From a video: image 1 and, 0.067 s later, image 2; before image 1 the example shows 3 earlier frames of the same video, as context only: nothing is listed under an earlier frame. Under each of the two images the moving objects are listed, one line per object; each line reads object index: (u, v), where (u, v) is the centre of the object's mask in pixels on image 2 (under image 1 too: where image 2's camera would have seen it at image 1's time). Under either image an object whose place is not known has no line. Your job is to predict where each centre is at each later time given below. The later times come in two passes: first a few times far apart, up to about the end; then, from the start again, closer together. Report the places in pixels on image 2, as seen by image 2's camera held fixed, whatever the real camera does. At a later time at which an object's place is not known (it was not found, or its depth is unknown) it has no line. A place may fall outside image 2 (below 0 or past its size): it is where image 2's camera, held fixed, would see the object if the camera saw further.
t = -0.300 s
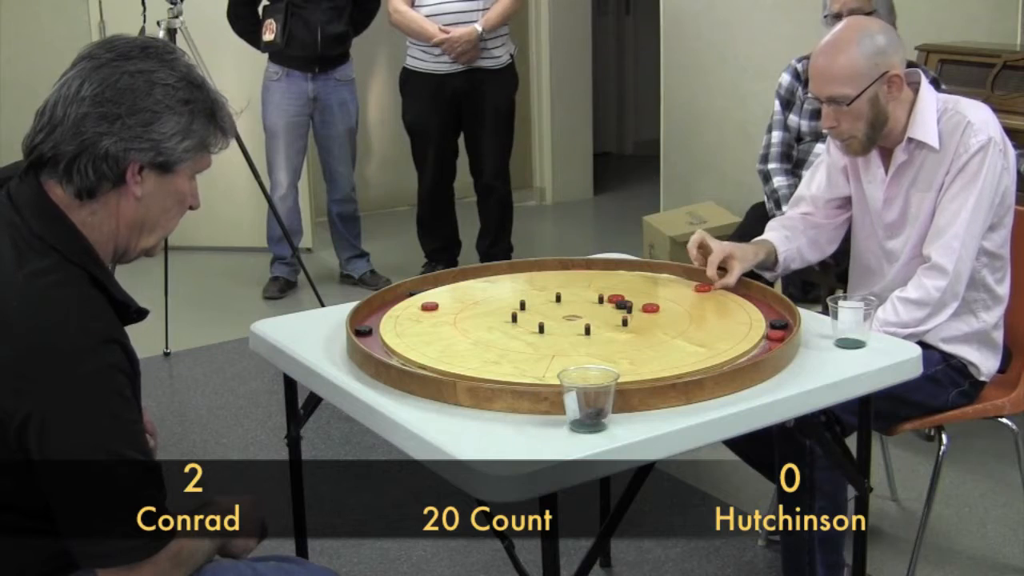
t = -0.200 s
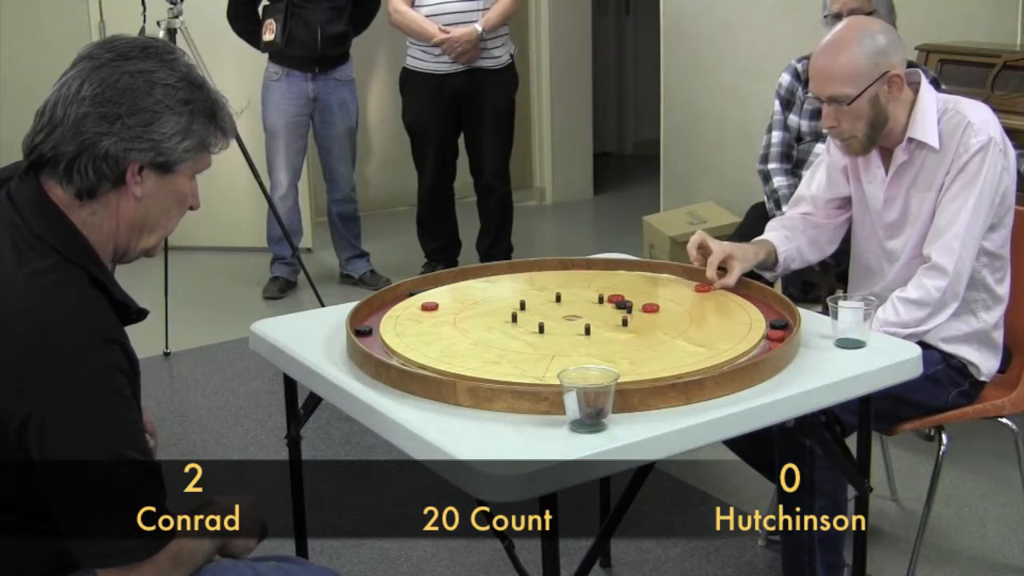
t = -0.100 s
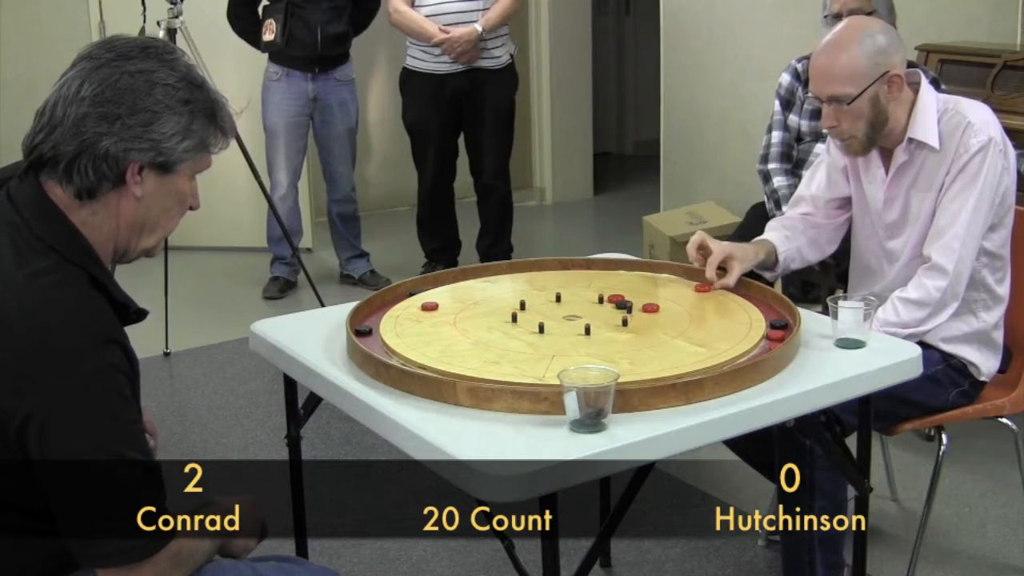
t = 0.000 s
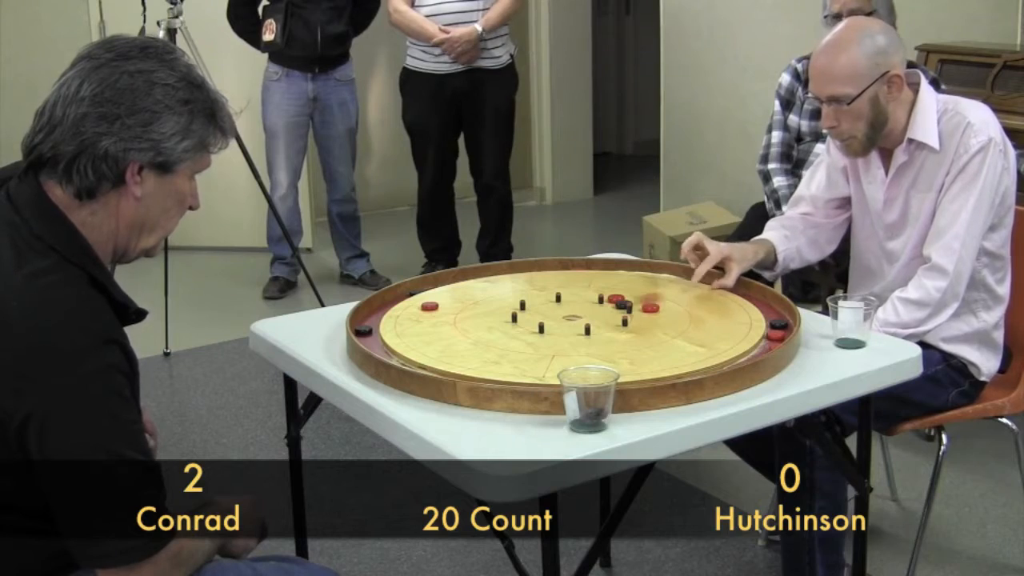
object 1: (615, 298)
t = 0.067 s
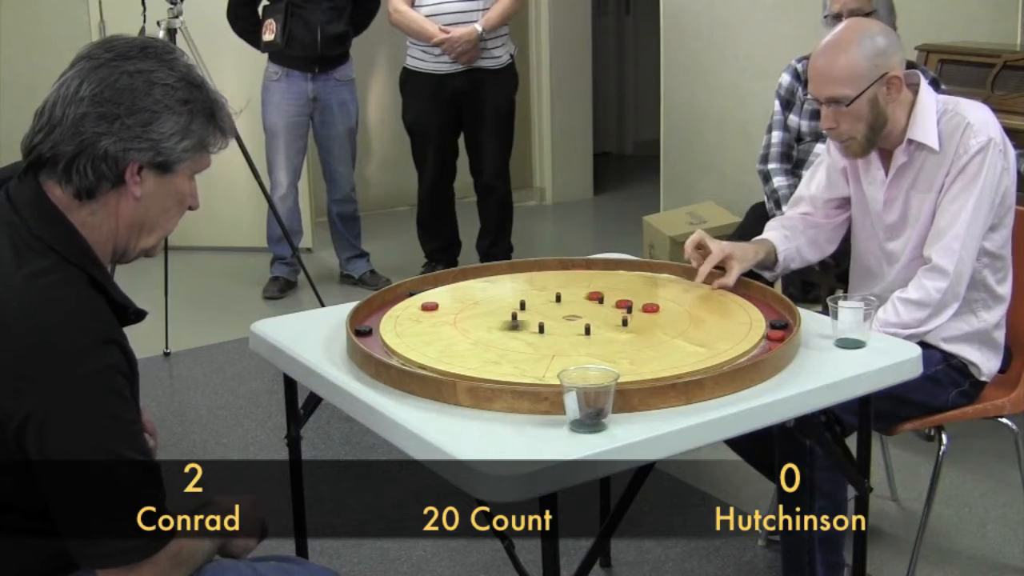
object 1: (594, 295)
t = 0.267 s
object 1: (555, 290)
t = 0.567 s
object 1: (545, 289)
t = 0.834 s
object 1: (545, 289)
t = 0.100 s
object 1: (586, 295)
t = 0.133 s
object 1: (579, 294)
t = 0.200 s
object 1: (565, 292)
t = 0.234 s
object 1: (560, 291)
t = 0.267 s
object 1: (555, 290)
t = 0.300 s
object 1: (552, 290)
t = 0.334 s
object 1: (549, 289)
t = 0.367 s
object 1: (547, 289)
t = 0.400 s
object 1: (545, 289)
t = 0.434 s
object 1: (545, 289)
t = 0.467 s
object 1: (545, 289)
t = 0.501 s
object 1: (545, 289)
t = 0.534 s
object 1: (545, 289)
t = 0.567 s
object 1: (545, 289)
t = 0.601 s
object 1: (545, 289)
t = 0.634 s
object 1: (545, 289)
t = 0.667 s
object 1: (545, 289)
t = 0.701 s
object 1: (545, 289)
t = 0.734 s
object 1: (545, 289)
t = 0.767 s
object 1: (545, 289)
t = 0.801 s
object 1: (545, 289)
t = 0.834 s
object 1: (545, 289)
